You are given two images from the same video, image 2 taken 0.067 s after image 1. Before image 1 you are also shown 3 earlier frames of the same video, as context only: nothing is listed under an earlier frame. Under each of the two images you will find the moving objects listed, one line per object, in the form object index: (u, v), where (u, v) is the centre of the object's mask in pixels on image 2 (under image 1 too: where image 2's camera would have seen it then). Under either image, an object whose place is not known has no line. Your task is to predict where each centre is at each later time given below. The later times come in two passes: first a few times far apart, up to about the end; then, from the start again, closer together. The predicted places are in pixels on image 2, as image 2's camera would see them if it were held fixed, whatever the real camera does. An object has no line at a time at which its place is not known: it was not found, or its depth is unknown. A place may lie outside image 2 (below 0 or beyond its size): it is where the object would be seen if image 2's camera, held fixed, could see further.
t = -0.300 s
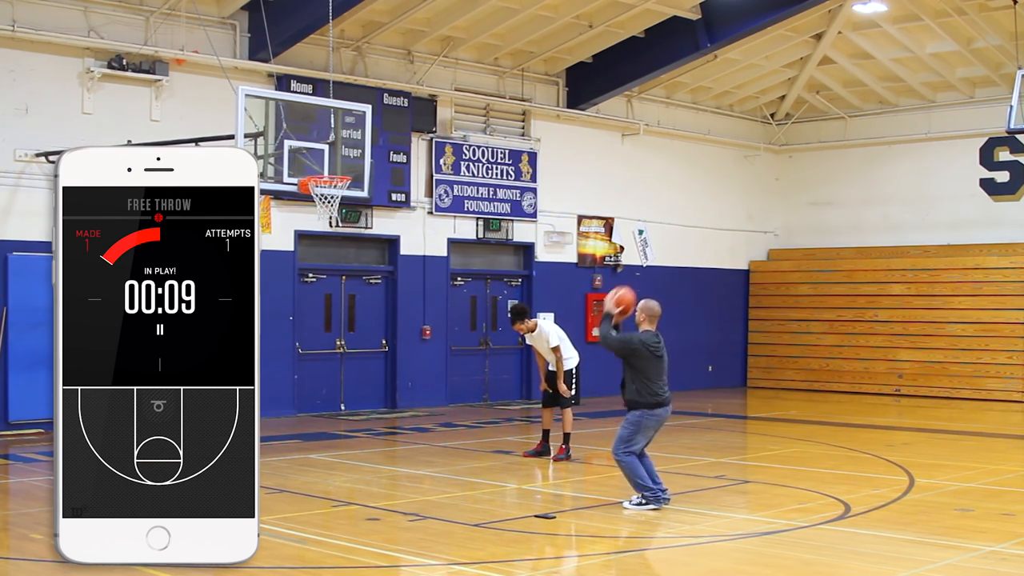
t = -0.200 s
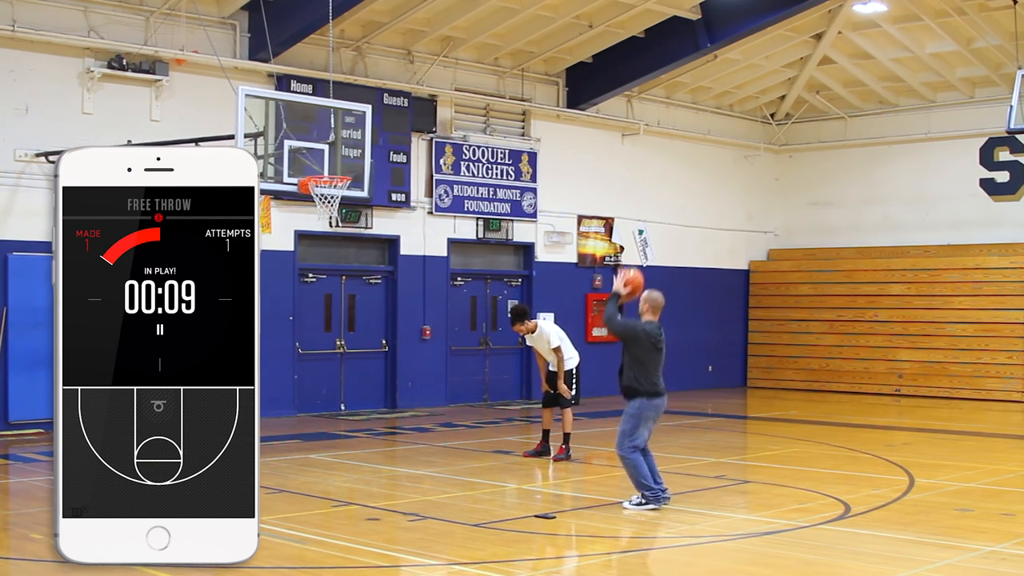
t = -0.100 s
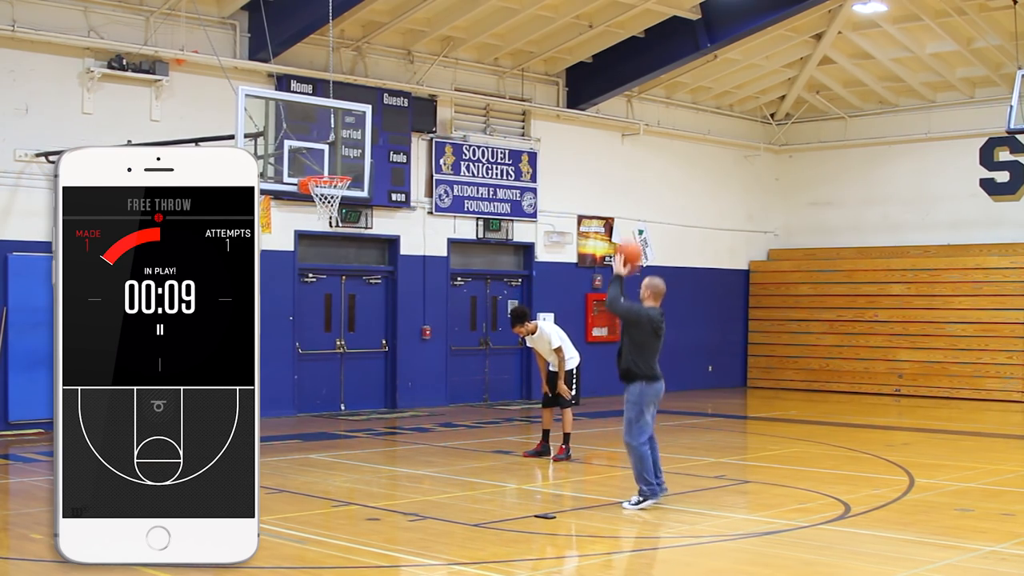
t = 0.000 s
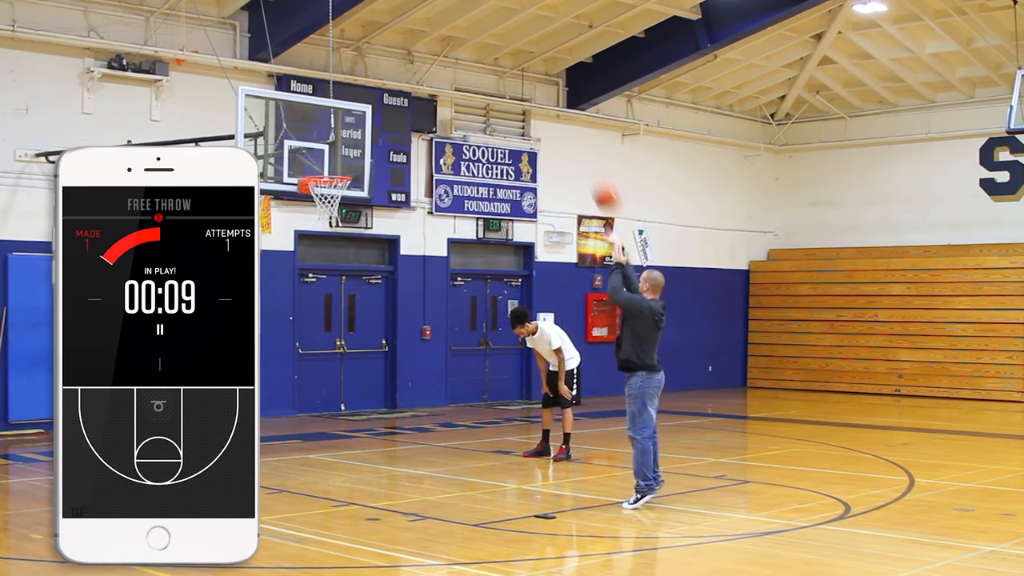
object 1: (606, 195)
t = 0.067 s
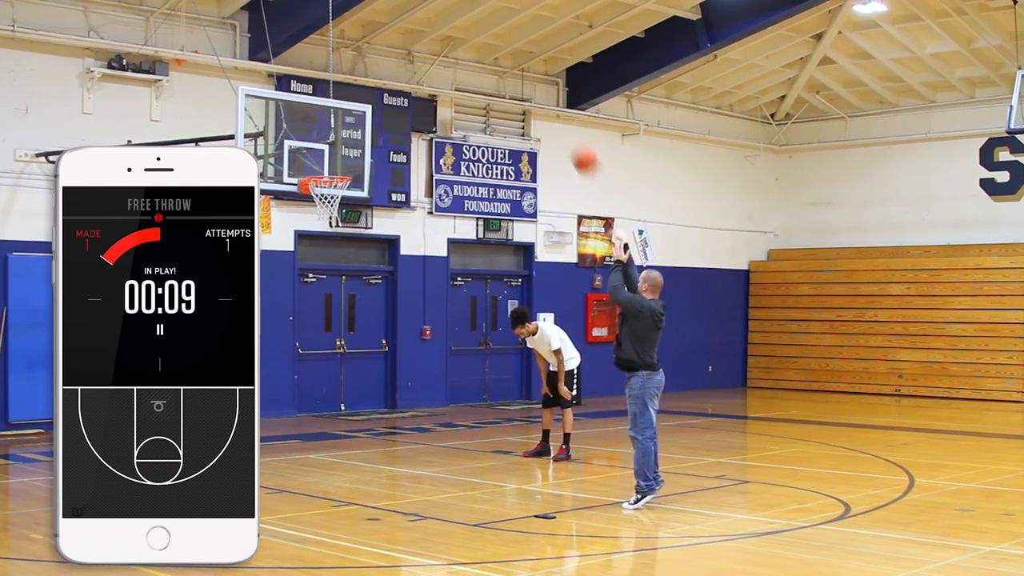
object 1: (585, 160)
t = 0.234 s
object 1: (534, 94)
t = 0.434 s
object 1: (477, 57)
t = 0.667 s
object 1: (416, 67)
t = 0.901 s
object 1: (361, 124)
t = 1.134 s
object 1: (330, 153)
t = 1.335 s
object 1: (317, 159)
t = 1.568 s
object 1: (315, 154)
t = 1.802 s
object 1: (326, 168)
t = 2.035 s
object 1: (336, 225)
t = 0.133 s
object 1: (564, 129)
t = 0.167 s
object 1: (554, 115)
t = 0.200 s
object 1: (544, 105)
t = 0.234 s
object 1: (534, 94)
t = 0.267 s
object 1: (524, 85)
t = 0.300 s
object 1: (514, 77)
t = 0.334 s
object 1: (504, 70)
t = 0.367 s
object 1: (495, 65)
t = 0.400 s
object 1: (486, 61)
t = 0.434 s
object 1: (477, 57)
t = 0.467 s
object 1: (467, 55)
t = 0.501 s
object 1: (459, 54)
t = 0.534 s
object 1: (450, 54)
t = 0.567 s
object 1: (442, 56)
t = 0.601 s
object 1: (433, 58)
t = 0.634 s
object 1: (425, 62)
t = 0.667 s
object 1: (416, 67)
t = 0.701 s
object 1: (408, 72)
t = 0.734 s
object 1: (400, 78)
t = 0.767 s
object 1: (392, 85)
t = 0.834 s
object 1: (377, 102)
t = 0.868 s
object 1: (370, 112)
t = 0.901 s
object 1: (361, 124)
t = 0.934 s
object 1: (354, 135)
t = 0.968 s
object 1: (345, 150)
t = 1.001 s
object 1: (339, 163)
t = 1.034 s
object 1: (337, 164)
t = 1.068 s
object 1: (334, 160)
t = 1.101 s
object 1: (332, 156)
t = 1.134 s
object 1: (330, 153)
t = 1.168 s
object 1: (328, 152)
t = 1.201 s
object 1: (326, 152)
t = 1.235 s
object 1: (324, 152)
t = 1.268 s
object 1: (322, 153)
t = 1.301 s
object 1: (320, 155)
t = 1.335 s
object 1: (317, 159)
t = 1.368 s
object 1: (315, 163)
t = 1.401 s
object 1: (313, 166)
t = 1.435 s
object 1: (312, 164)
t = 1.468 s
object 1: (311, 160)
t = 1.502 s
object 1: (311, 158)
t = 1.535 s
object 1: (313, 155)
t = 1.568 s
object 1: (315, 154)
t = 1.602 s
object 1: (316, 154)
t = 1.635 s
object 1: (319, 154)
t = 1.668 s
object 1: (320, 155)
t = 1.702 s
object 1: (322, 158)
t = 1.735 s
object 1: (323, 162)
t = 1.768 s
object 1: (325, 165)
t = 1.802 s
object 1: (326, 168)
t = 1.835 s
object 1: (328, 176)
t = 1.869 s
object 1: (329, 186)
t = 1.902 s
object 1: (334, 196)
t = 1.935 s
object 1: (335, 204)
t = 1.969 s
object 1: (335, 209)
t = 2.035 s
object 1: (336, 225)
